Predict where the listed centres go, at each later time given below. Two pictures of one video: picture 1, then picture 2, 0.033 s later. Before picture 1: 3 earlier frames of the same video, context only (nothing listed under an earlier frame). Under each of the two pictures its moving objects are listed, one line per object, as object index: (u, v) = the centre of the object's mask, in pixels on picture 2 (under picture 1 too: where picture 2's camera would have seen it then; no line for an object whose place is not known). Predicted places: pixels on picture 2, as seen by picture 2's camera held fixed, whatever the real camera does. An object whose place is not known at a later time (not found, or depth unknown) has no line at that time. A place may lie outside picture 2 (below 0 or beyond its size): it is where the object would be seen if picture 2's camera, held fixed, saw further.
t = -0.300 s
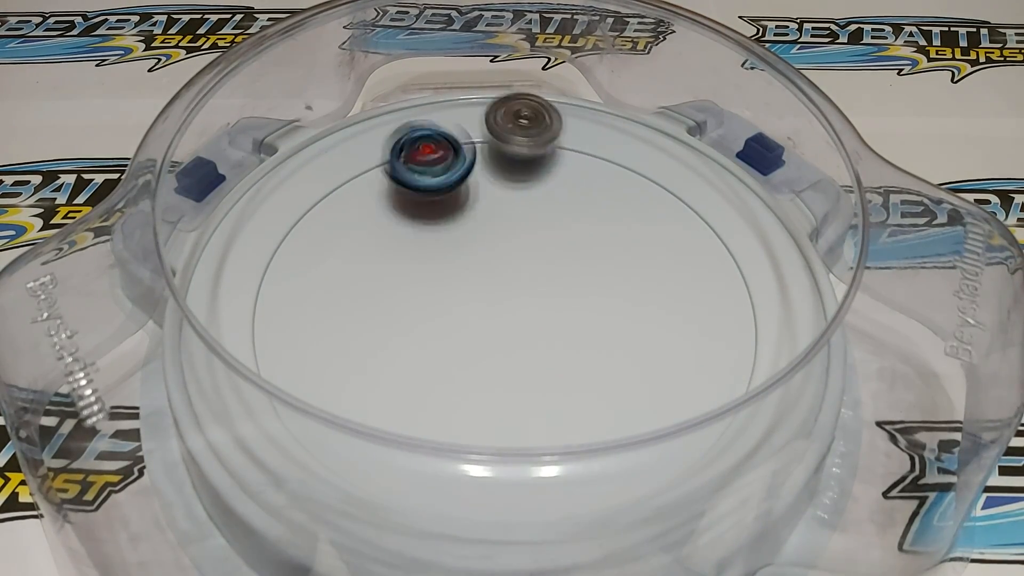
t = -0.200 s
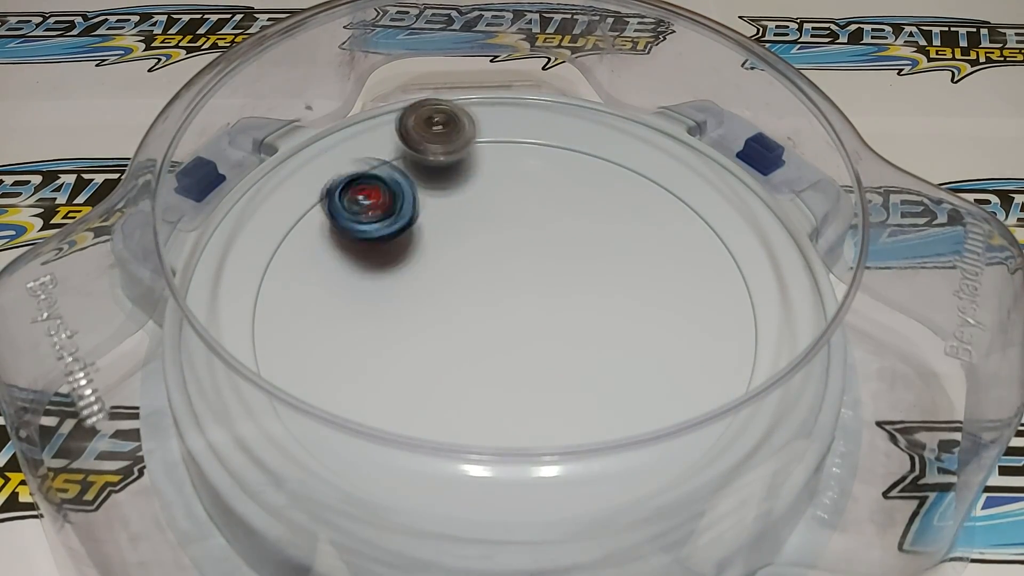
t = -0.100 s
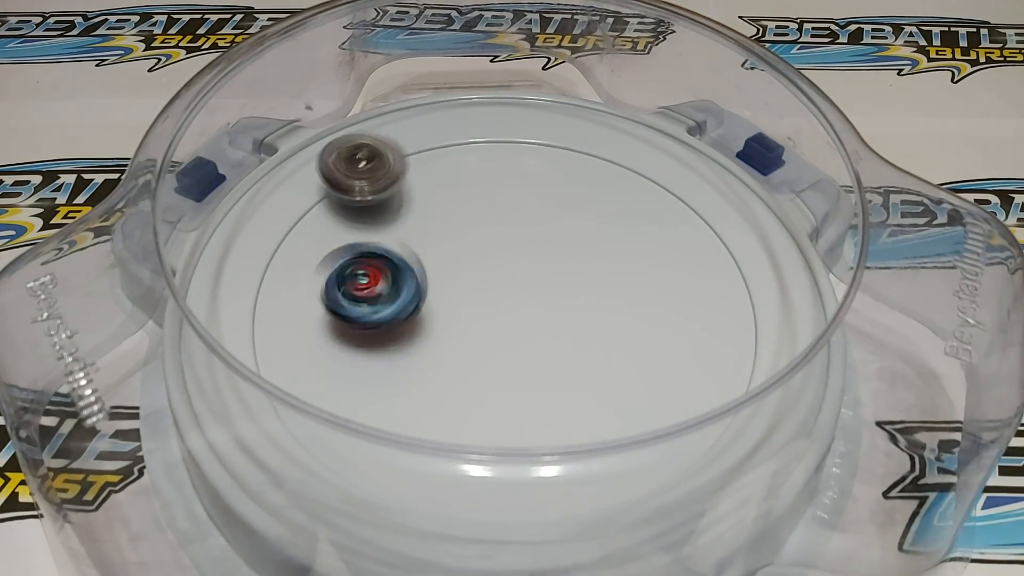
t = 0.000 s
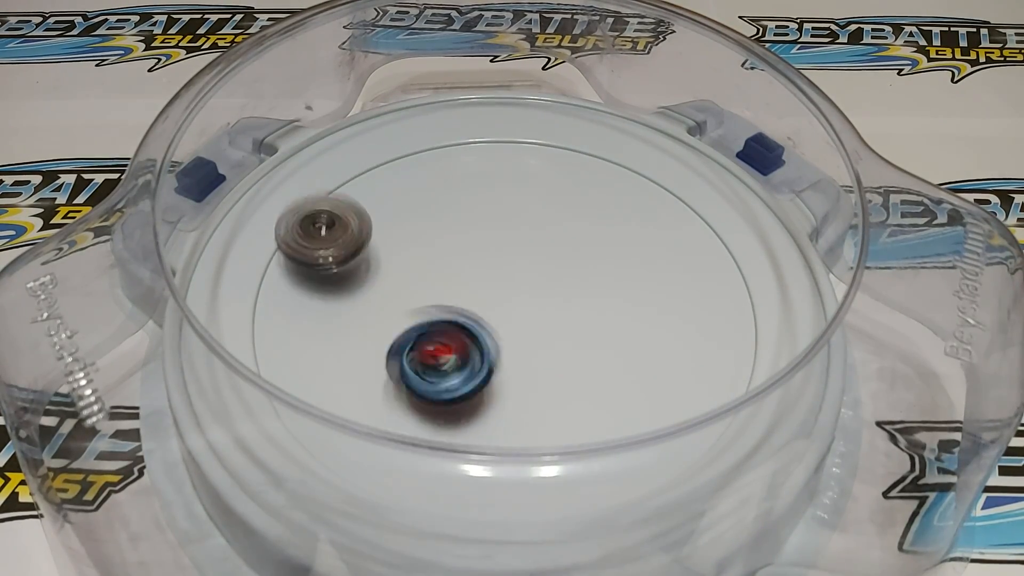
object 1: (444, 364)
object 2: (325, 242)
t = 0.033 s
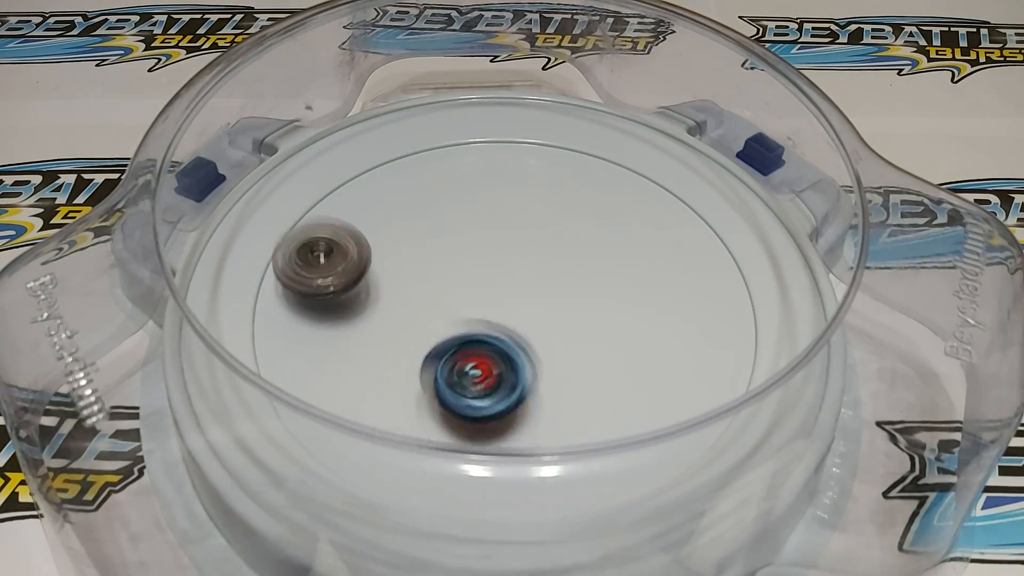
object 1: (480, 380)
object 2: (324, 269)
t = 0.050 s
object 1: (496, 386)
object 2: (325, 282)
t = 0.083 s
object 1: (536, 391)
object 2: (335, 309)
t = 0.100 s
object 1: (554, 391)
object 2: (342, 323)
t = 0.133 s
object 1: (594, 389)
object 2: (361, 348)
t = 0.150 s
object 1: (612, 386)
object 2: (373, 356)
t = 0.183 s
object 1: (649, 375)
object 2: (401, 377)
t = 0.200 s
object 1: (663, 368)
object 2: (418, 386)
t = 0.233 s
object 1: (691, 351)
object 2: (453, 400)
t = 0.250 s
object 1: (699, 340)
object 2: (472, 404)
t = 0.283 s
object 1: (712, 317)
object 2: (510, 406)
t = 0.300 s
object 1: (713, 304)
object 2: (528, 407)
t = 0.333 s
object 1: (712, 281)
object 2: (564, 401)
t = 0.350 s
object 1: (707, 268)
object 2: (578, 398)
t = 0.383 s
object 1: (692, 247)
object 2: (609, 388)
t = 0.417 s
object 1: (669, 230)
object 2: (633, 373)
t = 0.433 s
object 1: (655, 223)
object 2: (644, 365)
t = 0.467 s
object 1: (625, 212)
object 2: (660, 346)
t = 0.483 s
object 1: (609, 209)
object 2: (667, 333)
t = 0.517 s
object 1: (577, 204)
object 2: (673, 317)
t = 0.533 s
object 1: (558, 204)
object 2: (675, 307)
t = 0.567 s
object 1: (525, 205)
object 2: (675, 288)
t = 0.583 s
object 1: (508, 207)
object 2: (672, 280)
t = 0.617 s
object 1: (477, 213)
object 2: (665, 262)
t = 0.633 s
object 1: (461, 216)
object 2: (659, 254)
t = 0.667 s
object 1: (433, 226)
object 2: (647, 238)
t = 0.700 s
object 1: (403, 232)
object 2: (631, 226)
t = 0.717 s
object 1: (391, 245)
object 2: (622, 220)
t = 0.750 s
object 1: (364, 255)
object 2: (602, 212)
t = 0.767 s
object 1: (355, 270)
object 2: (591, 208)
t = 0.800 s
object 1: (333, 284)
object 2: (569, 203)
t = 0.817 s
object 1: (327, 301)
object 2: (557, 201)
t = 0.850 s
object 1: (313, 318)
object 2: (531, 200)
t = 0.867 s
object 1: (311, 338)
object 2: (518, 201)
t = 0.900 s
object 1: (312, 356)
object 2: (492, 205)
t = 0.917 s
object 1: (316, 368)
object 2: (479, 209)
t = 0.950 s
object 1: (331, 398)
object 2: (456, 217)
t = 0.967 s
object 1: (343, 409)
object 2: (445, 223)
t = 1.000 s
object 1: (372, 425)
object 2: (425, 235)
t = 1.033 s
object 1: (406, 437)
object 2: (408, 249)
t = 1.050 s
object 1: (428, 438)
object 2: (400, 258)
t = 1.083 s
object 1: (470, 419)
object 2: (388, 277)
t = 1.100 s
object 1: (492, 417)
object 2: (384, 286)
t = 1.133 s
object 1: (529, 413)
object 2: (380, 308)
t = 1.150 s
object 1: (547, 407)
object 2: (379, 318)
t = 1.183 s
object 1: (574, 394)
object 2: (383, 339)
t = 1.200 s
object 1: (588, 385)
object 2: (386, 349)
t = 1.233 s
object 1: (607, 363)
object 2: (395, 366)
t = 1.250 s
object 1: (614, 350)
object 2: (401, 375)
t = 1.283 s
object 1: (626, 325)
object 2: (417, 389)
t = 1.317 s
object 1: (632, 299)
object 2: (436, 399)
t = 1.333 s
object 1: (633, 286)
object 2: (448, 404)
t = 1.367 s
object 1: (632, 261)
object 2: (472, 410)
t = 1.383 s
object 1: (629, 250)
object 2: (483, 411)
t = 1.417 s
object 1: (624, 225)
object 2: (508, 412)
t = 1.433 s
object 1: (618, 215)
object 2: (521, 412)
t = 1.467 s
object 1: (606, 193)
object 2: (544, 412)
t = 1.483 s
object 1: (598, 184)
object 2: (556, 410)
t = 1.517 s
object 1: (580, 168)
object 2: (578, 405)
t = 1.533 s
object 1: (569, 161)
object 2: (588, 400)
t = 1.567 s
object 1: (546, 150)
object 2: (606, 389)
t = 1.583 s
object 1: (534, 146)
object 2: (613, 381)
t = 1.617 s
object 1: (508, 142)
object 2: (624, 363)
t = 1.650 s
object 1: (480, 142)
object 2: (630, 344)
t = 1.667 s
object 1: (468, 144)
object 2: (631, 334)
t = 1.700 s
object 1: (441, 153)
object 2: (629, 314)
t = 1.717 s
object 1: (430, 159)
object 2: (627, 303)
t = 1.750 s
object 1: (408, 176)
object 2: (618, 283)
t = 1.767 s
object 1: (399, 186)
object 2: (612, 275)
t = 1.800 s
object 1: (383, 209)
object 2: (597, 259)
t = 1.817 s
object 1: (378, 220)
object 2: (589, 251)
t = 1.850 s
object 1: (371, 247)
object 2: (569, 237)
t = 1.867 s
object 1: (369, 259)
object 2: (559, 232)
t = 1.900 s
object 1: (369, 287)
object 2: (536, 223)
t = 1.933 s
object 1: (376, 312)
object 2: (514, 217)
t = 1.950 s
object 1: (380, 326)
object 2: (504, 214)
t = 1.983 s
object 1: (393, 351)
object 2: (480, 212)
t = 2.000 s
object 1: (401, 364)
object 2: (469, 211)
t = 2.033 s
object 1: (421, 385)
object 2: (447, 213)
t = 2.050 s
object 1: (433, 393)
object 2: (437, 215)
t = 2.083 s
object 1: (463, 405)
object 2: (417, 219)
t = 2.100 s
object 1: (481, 411)
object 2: (408, 221)
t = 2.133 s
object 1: (513, 418)
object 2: (390, 230)
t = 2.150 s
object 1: (531, 420)
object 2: (382, 235)
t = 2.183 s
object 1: (570, 440)
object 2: (369, 246)
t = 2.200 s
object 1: (589, 443)
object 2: (364, 252)
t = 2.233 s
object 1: (624, 434)
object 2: (355, 264)
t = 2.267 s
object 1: (656, 426)
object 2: (349, 279)
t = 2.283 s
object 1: (670, 409)
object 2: (348, 288)
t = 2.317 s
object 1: (690, 388)
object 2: (350, 306)
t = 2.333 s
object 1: (696, 375)
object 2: (353, 314)
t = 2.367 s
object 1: (704, 353)
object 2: (361, 330)
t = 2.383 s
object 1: (702, 337)
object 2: (367, 339)
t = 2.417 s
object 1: (695, 312)
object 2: (383, 357)
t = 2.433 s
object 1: (687, 300)
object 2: (394, 364)
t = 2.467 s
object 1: (672, 279)
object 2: (418, 375)
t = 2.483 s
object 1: (660, 270)
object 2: (431, 379)
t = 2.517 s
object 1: (640, 251)
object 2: (459, 385)
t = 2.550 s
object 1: (614, 235)
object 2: (490, 391)
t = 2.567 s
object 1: (602, 228)
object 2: (504, 391)
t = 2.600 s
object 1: (573, 222)
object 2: (534, 385)
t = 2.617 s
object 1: (560, 216)
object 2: (547, 381)
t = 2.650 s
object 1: (532, 205)
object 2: (571, 372)
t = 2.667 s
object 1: (518, 201)
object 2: (583, 366)
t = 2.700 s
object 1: (490, 195)
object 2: (602, 349)
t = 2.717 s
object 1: (476, 191)
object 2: (609, 341)
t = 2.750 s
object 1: (447, 187)
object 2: (621, 324)
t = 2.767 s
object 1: (434, 185)
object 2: (625, 315)
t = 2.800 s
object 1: (407, 185)
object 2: (629, 296)
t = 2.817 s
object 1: (392, 186)
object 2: (631, 286)
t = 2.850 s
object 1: (366, 192)
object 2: (628, 270)
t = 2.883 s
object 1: (342, 200)
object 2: (623, 254)
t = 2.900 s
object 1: (331, 206)
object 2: (619, 245)
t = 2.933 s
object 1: (313, 222)
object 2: (610, 231)
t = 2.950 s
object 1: (306, 231)
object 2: (605, 225)
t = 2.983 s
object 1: (297, 253)
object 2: (592, 213)
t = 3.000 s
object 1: (297, 265)
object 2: (584, 209)
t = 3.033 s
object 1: (301, 290)
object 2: (568, 201)
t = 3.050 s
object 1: (308, 301)
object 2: (560, 198)
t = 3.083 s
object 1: (324, 326)
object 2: (543, 193)
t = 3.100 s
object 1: (336, 336)
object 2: (533, 192)
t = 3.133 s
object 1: (363, 356)
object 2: (512, 191)
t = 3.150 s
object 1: (378, 363)
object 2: (503, 192)
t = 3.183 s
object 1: (412, 377)
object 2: (484, 195)
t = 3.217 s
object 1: (449, 385)
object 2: (462, 202)
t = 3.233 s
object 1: (468, 389)
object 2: (453, 207)
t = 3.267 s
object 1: (504, 391)
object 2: (437, 218)
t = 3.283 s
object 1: (521, 392)
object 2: (429, 223)
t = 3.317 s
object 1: (557, 388)
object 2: (413, 240)
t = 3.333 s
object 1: (575, 384)
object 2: (408, 249)
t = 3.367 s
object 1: (609, 377)
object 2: (400, 267)
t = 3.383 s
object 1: (625, 372)
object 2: (397, 275)
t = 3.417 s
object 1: (652, 358)
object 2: (394, 298)
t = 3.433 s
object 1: (664, 350)
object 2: (396, 307)
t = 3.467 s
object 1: (684, 333)
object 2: (403, 329)
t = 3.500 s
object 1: (701, 313)
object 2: (413, 347)
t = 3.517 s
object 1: (705, 303)
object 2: (420, 358)
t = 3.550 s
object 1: (711, 280)
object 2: (439, 374)
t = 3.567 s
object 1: (711, 271)
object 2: (449, 380)
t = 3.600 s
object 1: (705, 251)
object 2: (470, 390)
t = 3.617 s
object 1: (700, 241)
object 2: (484, 397)
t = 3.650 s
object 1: (682, 224)
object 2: (509, 401)
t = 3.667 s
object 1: (673, 217)
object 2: (522, 402)
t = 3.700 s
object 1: (649, 206)
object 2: (547, 403)
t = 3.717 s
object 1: (637, 201)
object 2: (560, 402)
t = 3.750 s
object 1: (607, 196)
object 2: (584, 396)
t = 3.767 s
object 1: (592, 194)
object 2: (595, 393)
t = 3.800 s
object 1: (562, 195)
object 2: (615, 386)
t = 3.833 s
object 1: (534, 198)
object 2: (630, 374)
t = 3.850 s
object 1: (519, 200)
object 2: (637, 366)
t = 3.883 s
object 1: (491, 206)
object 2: (647, 352)
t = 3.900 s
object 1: (478, 209)
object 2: (650, 345)
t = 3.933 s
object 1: (450, 217)
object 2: (653, 326)
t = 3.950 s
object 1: (437, 223)
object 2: (653, 318)
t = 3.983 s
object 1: (411, 233)
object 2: (649, 301)
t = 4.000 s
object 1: (400, 240)
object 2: (644, 291)
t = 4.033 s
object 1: (376, 253)
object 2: (632, 276)
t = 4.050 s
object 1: (365, 260)
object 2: (625, 269)
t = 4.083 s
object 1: (345, 277)
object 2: (608, 254)
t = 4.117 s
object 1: (329, 295)
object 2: (588, 244)
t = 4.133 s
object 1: (321, 305)
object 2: (578, 238)
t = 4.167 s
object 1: (312, 327)
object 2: (554, 230)
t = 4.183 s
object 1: (311, 338)
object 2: (542, 228)
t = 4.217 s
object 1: (316, 356)
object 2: (520, 224)
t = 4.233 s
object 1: (321, 364)
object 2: (507, 223)
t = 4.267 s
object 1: (337, 378)
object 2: (482, 225)
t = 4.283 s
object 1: (351, 386)
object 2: (472, 226)
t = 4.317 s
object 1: (371, 416)
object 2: (450, 230)
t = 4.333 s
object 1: (389, 419)
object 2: (439, 234)
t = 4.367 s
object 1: (424, 428)
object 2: (421, 242)
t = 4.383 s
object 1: (443, 429)
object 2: (412, 246)
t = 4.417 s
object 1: (482, 413)
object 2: (395, 258)
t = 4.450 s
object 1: (515, 409)
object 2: (383, 270)
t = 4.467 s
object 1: (531, 404)
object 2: (376, 276)
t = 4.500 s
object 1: (557, 392)
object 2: (366, 292)
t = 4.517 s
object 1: (571, 386)
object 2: (364, 300)
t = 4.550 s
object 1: (591, 367)
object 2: (360, 315)
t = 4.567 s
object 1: (601, 357)
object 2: (360, 324)
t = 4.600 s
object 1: (615, 336)
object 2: (365, 340)
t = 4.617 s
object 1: (622, 325)
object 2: (367, 347)
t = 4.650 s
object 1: (633, 304)
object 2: (376, 364)
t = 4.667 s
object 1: (636, 292)
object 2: (385, 371)
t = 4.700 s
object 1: (640, 270)
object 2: (402, 382)
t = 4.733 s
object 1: (638, 248)
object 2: (422, 391)
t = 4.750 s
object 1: (639, 237)
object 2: (436, 395)
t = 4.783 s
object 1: (633, 217)
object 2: (462, 399)
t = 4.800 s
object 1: (630, 207)
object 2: (475, 402)
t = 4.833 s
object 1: (616, 191)
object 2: (504, 400)
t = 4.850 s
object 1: (609, 183)
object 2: (517, 399)
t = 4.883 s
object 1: (594, 170)
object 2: (542, 393)
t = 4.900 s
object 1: (583, 165)
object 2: (555, 386)
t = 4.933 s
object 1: (561, 158)
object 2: (574, 370)
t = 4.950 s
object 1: (548, 157)
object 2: (583, 365)
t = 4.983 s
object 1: (525, 156)
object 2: (596, 348)
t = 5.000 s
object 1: (513, 158)
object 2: (602, 336)
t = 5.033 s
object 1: (489, 164)
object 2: (609, 320)
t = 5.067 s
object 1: (464, 177)
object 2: (611, 300)
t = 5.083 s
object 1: (454, 183)
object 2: (612, 288)
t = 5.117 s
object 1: (437, 198)
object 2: (606, 274)
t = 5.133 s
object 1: (428, 207)
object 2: (603, 265)
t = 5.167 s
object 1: (414, 227)
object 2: (595, 250)
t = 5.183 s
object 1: (406, 237)
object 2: (589, 242)
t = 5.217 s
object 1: (397, 258)
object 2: (576, 229)
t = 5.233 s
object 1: (393, 269)
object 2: (570, 223)
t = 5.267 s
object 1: (387, 291)
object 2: (554, 212)
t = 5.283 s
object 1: (386, 302)
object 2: (546, 208)
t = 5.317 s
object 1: (383, 325)
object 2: (529, 201)
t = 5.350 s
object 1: (386, 349)
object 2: (510, 197)
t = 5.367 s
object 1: (389, 361)
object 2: (501, 195)
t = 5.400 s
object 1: (399, 379)
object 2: (482, 194)
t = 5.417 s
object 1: (404, 387)
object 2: (472, 195)
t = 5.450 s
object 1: (423, 401)
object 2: (455, 198)
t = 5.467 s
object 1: (436, 407)
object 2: (446, 201)
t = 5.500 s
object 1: (457, 425)
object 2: (429, 209)
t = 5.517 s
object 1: (474, 443)
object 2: (422, 213)
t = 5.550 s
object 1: (504, 447)
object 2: (407, 227)
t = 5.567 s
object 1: (521, 451)
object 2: (401, 234)
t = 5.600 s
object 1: (552, 449)
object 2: (391, 249)
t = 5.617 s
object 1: (568, 443)
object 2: (388, 259)
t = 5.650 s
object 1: (596, 429)
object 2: (386, 276)
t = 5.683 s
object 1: (615, 412)
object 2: (387, 298)
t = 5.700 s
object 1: (624, 395)
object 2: (390, 307)
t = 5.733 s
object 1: (633, 379)
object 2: (399, 325)
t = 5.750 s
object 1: (640, 364)
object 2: (406, 336)
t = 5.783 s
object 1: (636, 346)
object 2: (423, 351)
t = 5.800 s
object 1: (635, 334)
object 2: (431, 358)
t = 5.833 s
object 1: (632, 312)
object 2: (454, 372)
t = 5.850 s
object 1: (628, 301)
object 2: (466, 377)
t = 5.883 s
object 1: (618, 281)
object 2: (490, 384)
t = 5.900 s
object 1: (611, 271)
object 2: (503, 389)
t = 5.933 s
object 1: (599, 252)
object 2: (528, 388)
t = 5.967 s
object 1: (584, 234)
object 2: (552, 388)
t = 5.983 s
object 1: (576, 225)
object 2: (564, 386)
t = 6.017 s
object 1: (560, 212)
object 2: (586, 381)
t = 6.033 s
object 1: (551, 204)
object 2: (597, 377)
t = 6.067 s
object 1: (532, 190)
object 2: (615, 367)
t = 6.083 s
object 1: (520, 185)
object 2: (623, 362)
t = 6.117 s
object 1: (501, 175)
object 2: (636, 348)
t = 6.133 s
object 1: (490, 171)
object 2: (642, 341)
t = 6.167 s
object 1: (466, 165)
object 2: (649, 324)
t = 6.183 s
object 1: (454, 164)
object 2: (650, 317)
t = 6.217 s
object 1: (432, 166)
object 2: (650, 300)
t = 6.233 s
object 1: (422, 168)
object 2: (648, 292)
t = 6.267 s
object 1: (400, 176)
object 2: (642, 277)
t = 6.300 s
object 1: (385, 189)
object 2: (630, 263)
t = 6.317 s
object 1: (378, 198)
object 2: (624, 257)
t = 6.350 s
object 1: (366, 216)
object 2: (607, 244)
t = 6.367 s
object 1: (364, 227)
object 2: (597, 239)
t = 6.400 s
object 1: (362, 250)
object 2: (577, 231)
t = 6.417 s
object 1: (364, 261)
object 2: (566, 228)
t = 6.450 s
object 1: (370, 284)
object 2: (545, 223)
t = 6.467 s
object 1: (375, 294)
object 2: (533, 222)
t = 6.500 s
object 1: (390, 315)
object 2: (511, 222)
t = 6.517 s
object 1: (397, 326)
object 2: (499, 223)
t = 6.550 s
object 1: (415, 344)
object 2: (477, 227)
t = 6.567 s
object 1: (425, 354)
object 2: (467, 229)
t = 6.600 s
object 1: (449, 369)
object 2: (446, 238)
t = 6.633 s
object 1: (473, 385)
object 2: (428, 246)
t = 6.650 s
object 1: (487, 389)
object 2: (420, 253)
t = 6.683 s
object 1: (516, 396)
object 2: (406, 265)
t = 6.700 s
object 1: (529, 399)
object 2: (398, 272)
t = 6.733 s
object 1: (562, 400)
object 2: (389, 287)
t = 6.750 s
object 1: (577, 401)
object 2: (384, 294)
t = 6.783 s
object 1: (607, 398)
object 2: (379, 312)
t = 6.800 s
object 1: (622, 395)
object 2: (377, 318)
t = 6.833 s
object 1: (645, 388)
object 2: (378, 337)
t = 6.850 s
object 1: (657, 383)
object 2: (381, 345)
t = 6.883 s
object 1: (673, 372)
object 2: (387, 361)
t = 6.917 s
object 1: (687, 356)
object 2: (399, 375)
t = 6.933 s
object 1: (689, 347)
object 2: (406, 380)
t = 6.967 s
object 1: (685, 326)
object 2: (425, 391)
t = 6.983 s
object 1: (687, 308)
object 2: (435, 395)
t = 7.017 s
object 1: (670, 297)
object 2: (459, 402)
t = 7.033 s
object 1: (661, 288)
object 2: (471, 403)
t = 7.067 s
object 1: (648, 265)
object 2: (497, 405)
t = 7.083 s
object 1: (633, 265)
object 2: (510, 403)
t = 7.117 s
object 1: (614, 247)
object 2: (534, 401)
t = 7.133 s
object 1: (601, 240)
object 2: (546, 397)
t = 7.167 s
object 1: (576, 238)
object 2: (567, 384)
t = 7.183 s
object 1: (564, 235)
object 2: (576, 380)
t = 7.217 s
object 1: (539, 228)
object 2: (590, 364)
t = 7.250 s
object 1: (516, 221)
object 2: (602, 346)
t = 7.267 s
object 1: (502, 218)
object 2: (606, 335)
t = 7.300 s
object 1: (479, 215)
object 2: (611, 318)
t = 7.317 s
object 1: (467, 213)
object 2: (611, 308)
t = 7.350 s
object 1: (442, 210)
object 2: (610, 290)
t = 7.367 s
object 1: (429, 209)
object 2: (607, 282)
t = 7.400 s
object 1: (406, 211)
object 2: (600, 266)
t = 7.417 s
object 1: (394, 212)
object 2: (594, 257)
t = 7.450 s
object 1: (370, 218)
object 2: (583, 245)
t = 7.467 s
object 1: (360, 222)
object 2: (576, 237)
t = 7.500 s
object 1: (343, 233)
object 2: (562, 227)
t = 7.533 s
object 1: (327, 248)
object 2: (545, 217)
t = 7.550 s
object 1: (324, 257)
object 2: (537, 214)
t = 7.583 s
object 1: (320, 276)
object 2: (518, 207)
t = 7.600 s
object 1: (320, 285)
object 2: (510, 205)
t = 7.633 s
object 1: (331, 308)
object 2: (491, 202)
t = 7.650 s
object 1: (337, 316)
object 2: (482, 202)
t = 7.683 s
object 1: (358, 334)
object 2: (464, 203)
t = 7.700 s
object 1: (369, 343)
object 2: (455, 204)
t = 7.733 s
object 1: (395, 354)
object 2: (437, 210)
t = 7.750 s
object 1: (411, 359)
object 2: (429, 213)
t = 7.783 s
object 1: (439, 368)
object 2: (414, 221)
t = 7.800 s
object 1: (454, 370)
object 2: (407, 228)
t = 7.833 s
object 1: (487, 374)
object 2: (396, 238)
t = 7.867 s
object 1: (514, 373)
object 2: (388, 255)
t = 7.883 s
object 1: (530, 372)
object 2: (385, 262)
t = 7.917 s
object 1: (559, 368)
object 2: (383, 281)
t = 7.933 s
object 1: (573, 365)
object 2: (383, 289)
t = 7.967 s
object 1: (599, 358)
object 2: (389, 308)
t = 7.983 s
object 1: (611, 352)
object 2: (393, 316)
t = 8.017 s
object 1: (633, 342)
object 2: (405, 334)
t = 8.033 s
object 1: (644, 336)
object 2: (414, 341)
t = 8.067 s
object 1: (663, 320)
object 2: (432, 357)
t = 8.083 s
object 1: (668, 313)
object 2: (443, 363)
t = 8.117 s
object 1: (677, 295)
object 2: (465, 372)
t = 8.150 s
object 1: (680, 278)
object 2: (490, 380)
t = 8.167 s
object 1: (679, 270)
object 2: (502, 381)
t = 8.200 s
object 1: (674, 253)
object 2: (527, 383)
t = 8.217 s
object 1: (668, 245)
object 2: (539, 384)
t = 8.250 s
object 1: (652, 231)
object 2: (562, 379)
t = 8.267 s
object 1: (644, 225)
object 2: (572, 377)
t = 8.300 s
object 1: (621, 218)
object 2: (594, 368)
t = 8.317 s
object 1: (610, 215)
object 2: (602, 364)
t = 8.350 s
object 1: (585, 212)
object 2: (619, 352)
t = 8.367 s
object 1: (571, 212)
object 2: (625, 346)
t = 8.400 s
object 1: (548, 213)
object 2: (635, 330)
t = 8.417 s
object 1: (536, 214)
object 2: (639, 325)
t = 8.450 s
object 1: (510, 219)
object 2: (643, 308)
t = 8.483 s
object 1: (488, 224)
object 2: (643, 293)
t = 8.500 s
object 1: (475, 227)
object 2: (641, 285)
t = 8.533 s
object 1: (453, 235)
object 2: (634, 271)
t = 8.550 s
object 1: (442, 238)
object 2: (630, 258)
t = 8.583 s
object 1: (419, 247)
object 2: (617, 251)
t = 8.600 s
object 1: (410, 252)
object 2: (611, 240)
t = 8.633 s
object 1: (388, 262)
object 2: (593, 235)
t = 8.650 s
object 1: (378, 268)
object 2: (584, 229)
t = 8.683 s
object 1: (363, 282)
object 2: (564, 226)
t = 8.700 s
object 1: (355, 289)
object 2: (553, 224)
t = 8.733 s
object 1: (343, 305)
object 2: (532, 222)
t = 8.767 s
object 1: (336, 323)
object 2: (511, 223)
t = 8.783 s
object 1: (334, 332)
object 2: (499, 224)
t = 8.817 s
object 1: (338, 351)
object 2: (480, 228)
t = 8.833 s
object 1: (342, 358)
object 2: (468, 231)
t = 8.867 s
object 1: (359, 372)
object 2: (451, 239)
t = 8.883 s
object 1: (370, 378)
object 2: (441, 244)
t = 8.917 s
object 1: (393, 387)
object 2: (427, 255)
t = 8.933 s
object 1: (409, 391)
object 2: (418, 262)
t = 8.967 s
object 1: (437, 395)
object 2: (408, 274)
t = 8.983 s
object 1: (453, 395)
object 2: (402, 282)
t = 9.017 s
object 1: (483, 395)
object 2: (395, 296)
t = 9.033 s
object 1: (497, 392)
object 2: (392, 305)
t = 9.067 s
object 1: (523, 385)
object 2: (392, 320)
